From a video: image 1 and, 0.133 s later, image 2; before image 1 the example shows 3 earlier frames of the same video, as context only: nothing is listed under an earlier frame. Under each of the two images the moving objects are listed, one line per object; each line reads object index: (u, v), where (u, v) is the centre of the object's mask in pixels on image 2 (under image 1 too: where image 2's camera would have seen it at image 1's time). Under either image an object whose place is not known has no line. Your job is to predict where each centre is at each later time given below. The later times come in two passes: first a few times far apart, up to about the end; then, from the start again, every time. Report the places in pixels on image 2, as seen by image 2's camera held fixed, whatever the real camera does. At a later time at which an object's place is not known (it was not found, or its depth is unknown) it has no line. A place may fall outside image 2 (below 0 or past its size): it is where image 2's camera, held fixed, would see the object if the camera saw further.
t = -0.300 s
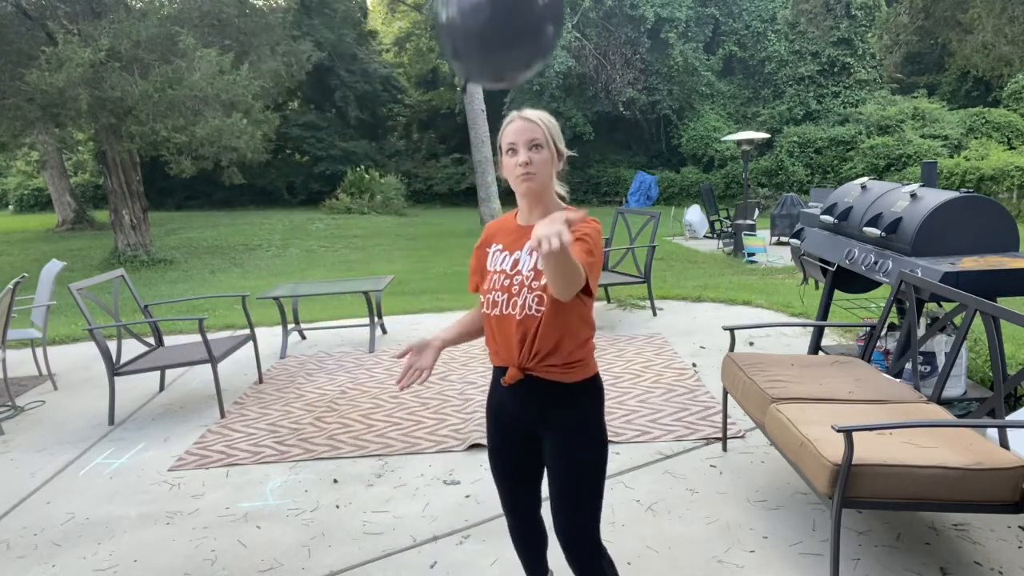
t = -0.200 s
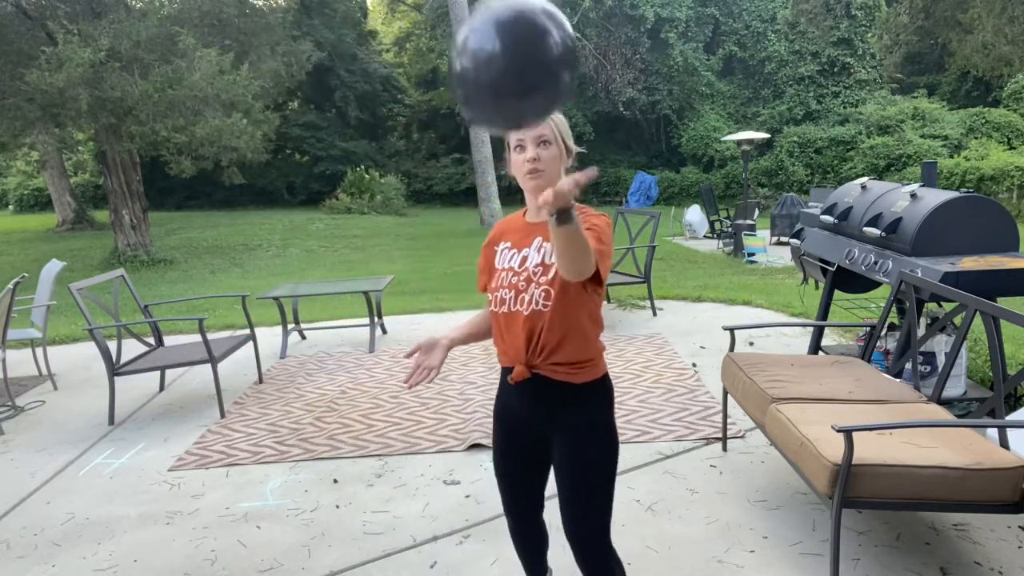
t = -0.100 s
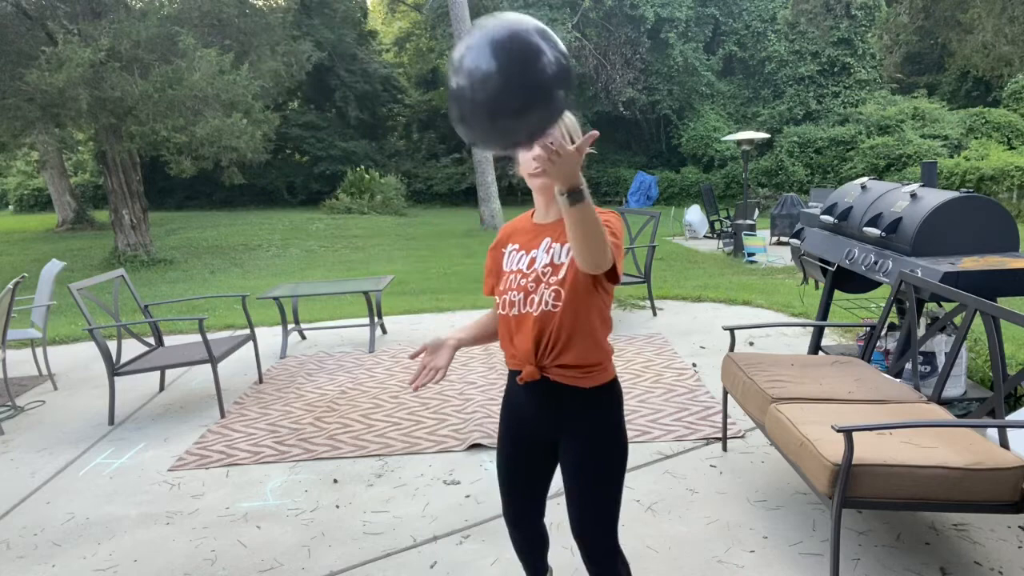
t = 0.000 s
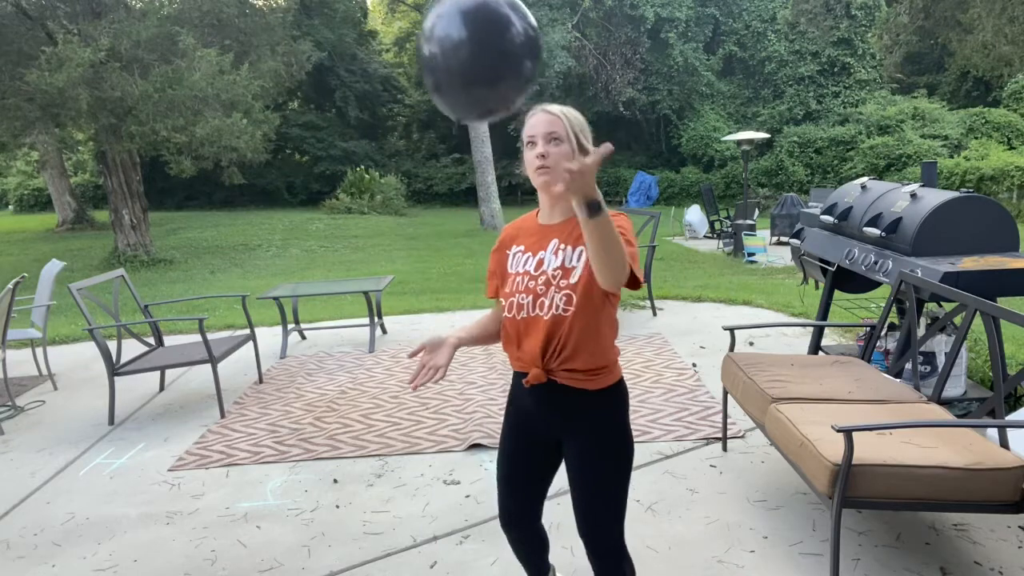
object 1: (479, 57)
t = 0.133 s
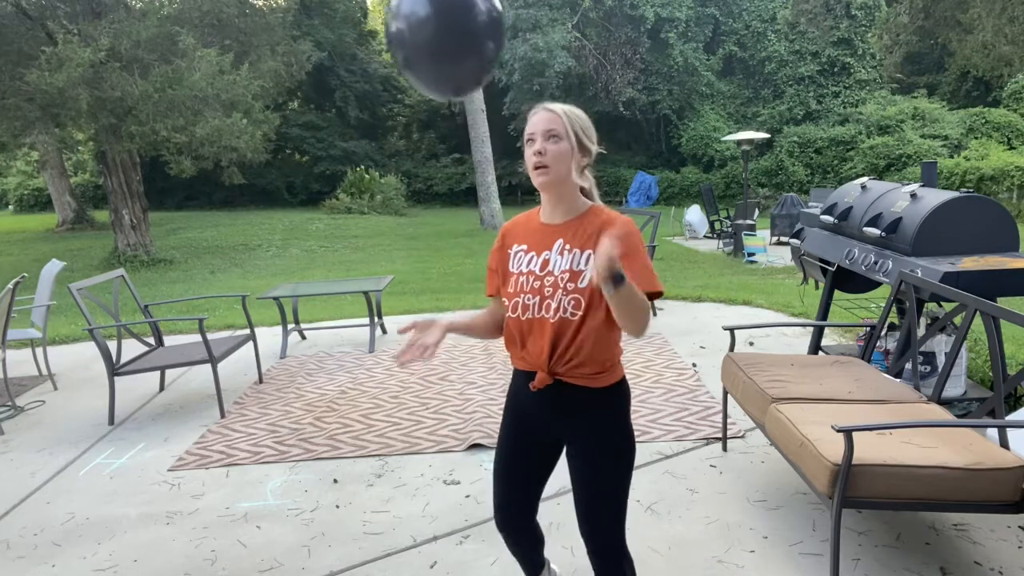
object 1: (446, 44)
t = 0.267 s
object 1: (418, 43)
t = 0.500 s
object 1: (379, 72)
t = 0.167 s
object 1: (438, 42)
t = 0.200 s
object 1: (431, 42)
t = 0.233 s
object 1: (424, 42)
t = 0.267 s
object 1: (418, 43)
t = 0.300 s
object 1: (411, 44)
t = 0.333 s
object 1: (405, 46)
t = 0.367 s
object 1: (399, 48)
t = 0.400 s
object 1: (393, 52)
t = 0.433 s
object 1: (388, 56)
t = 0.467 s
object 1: (383, 64)
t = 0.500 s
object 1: (379, 72)
